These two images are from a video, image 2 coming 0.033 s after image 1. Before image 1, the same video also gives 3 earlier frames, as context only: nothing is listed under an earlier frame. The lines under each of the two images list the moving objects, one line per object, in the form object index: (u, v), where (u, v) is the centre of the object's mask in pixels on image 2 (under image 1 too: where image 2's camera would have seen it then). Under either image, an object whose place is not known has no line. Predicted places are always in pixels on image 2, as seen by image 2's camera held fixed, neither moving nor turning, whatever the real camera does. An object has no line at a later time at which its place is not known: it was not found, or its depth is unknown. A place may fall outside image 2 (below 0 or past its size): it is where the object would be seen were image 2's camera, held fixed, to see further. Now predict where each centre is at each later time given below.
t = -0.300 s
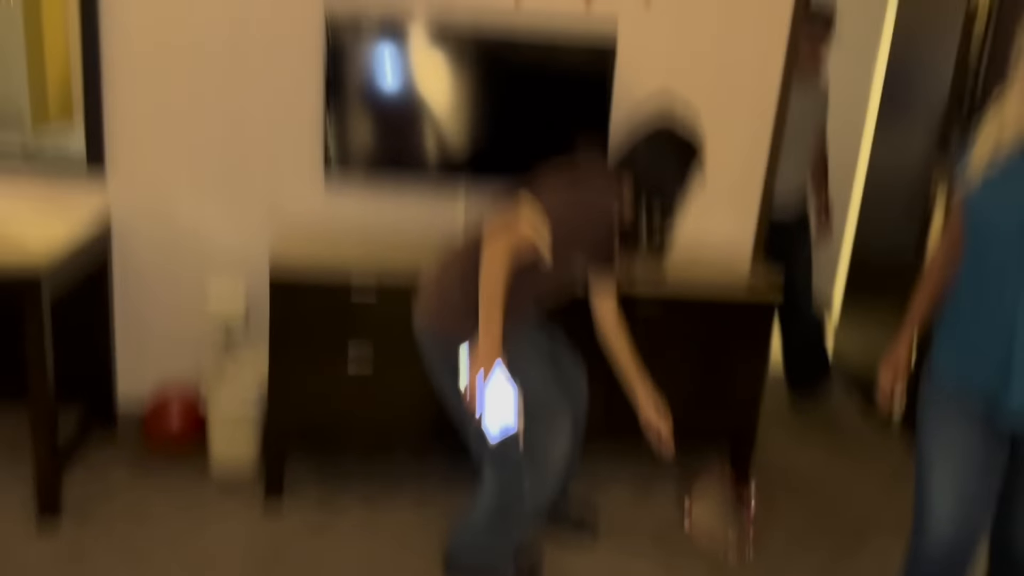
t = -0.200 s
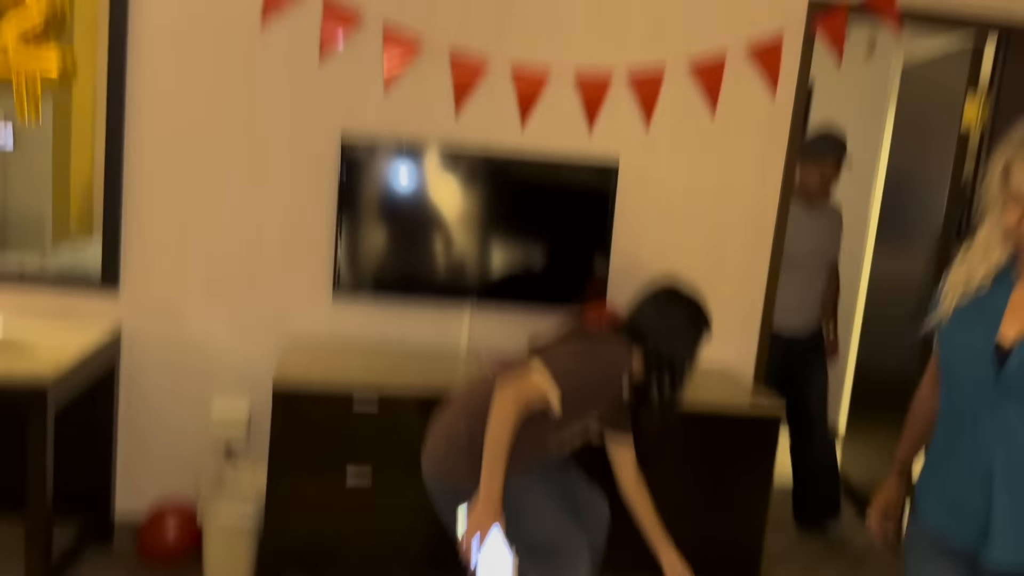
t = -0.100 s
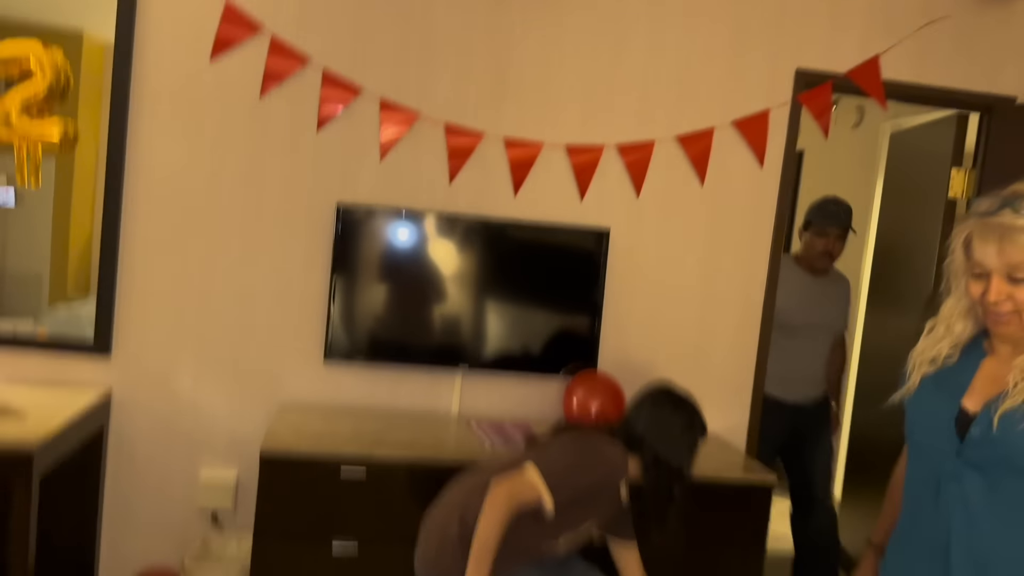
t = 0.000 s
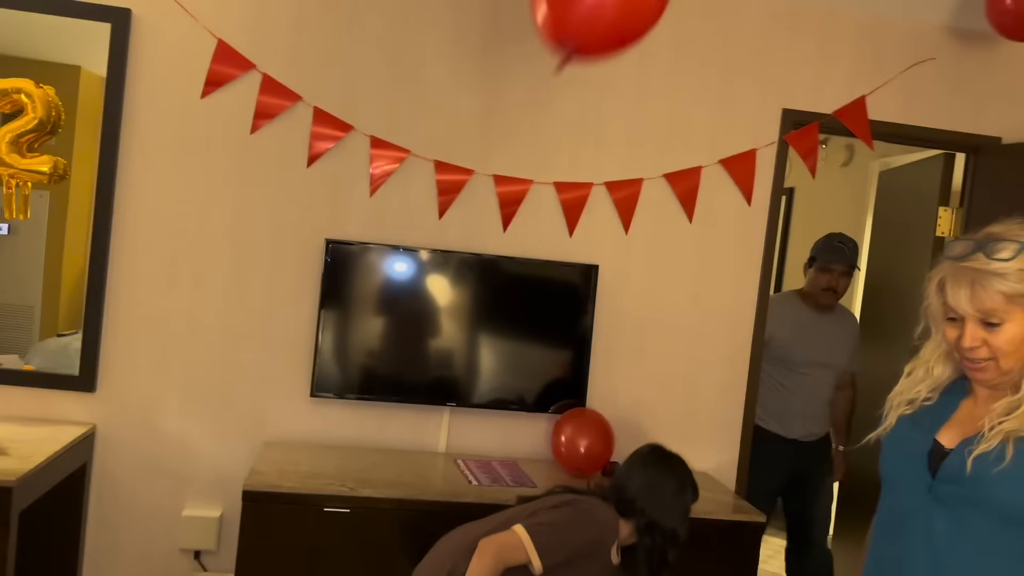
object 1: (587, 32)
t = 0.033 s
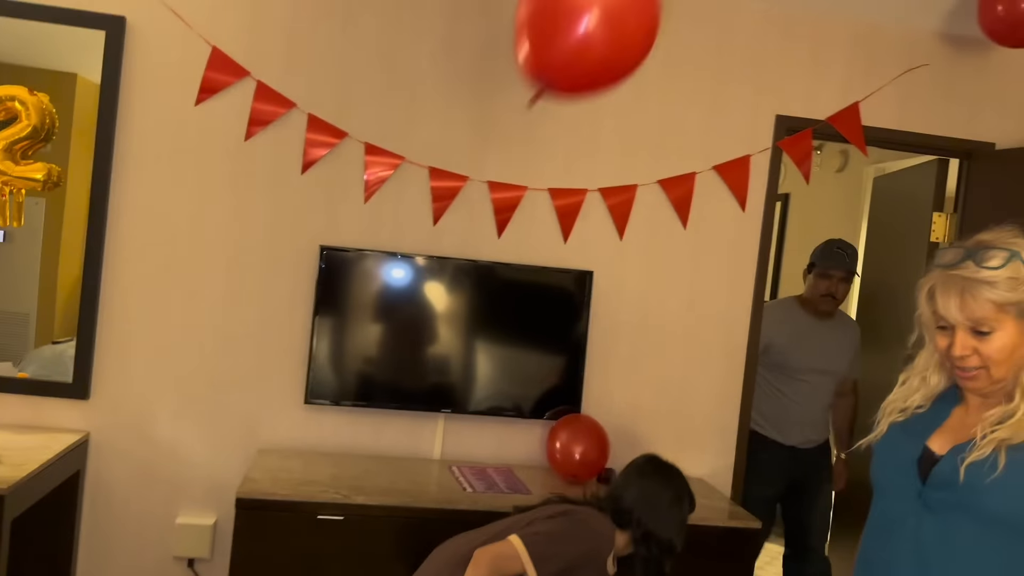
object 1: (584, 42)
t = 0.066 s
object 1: (578, 58)
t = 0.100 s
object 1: (570, 85)
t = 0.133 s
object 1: (562, 118)
